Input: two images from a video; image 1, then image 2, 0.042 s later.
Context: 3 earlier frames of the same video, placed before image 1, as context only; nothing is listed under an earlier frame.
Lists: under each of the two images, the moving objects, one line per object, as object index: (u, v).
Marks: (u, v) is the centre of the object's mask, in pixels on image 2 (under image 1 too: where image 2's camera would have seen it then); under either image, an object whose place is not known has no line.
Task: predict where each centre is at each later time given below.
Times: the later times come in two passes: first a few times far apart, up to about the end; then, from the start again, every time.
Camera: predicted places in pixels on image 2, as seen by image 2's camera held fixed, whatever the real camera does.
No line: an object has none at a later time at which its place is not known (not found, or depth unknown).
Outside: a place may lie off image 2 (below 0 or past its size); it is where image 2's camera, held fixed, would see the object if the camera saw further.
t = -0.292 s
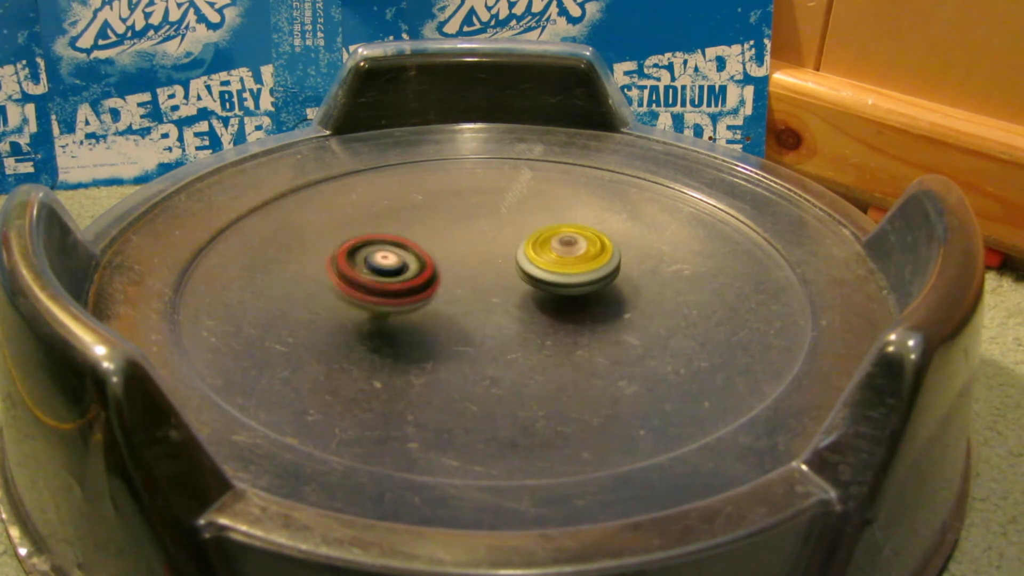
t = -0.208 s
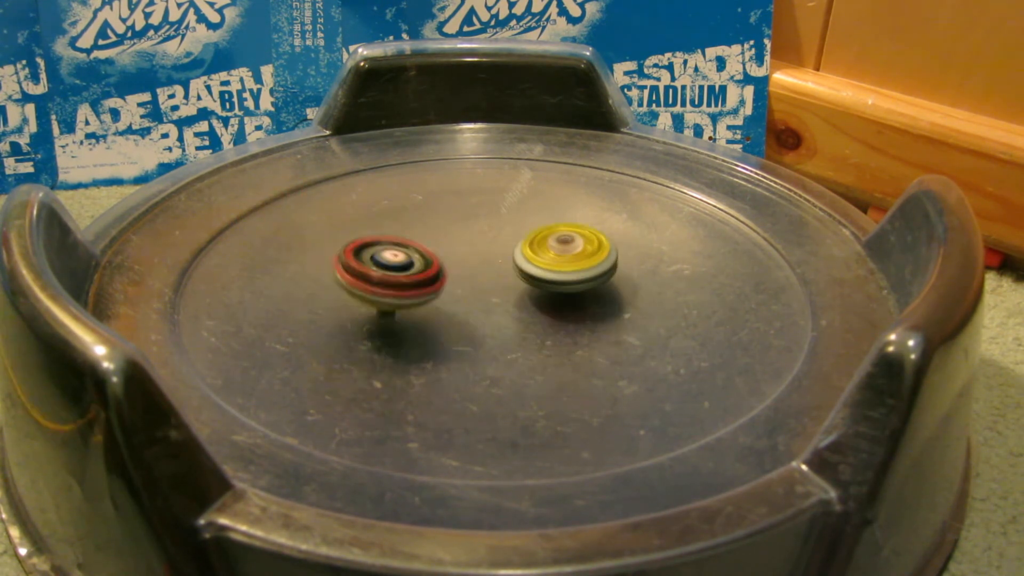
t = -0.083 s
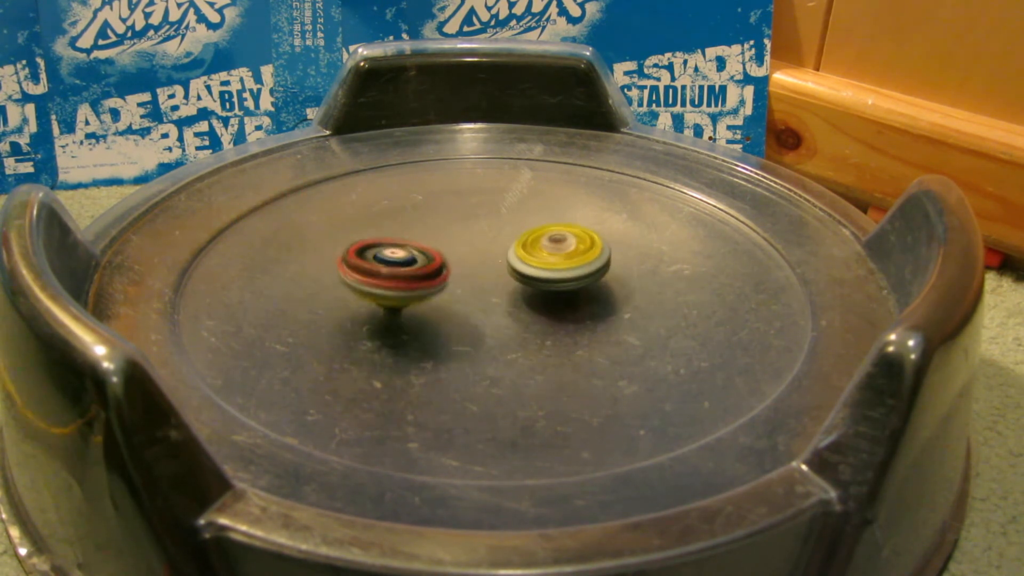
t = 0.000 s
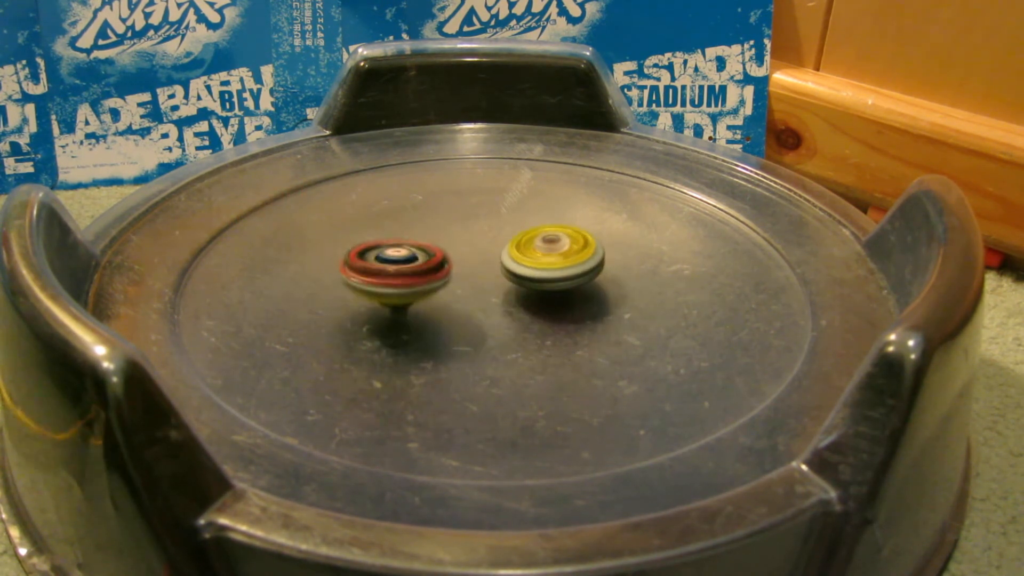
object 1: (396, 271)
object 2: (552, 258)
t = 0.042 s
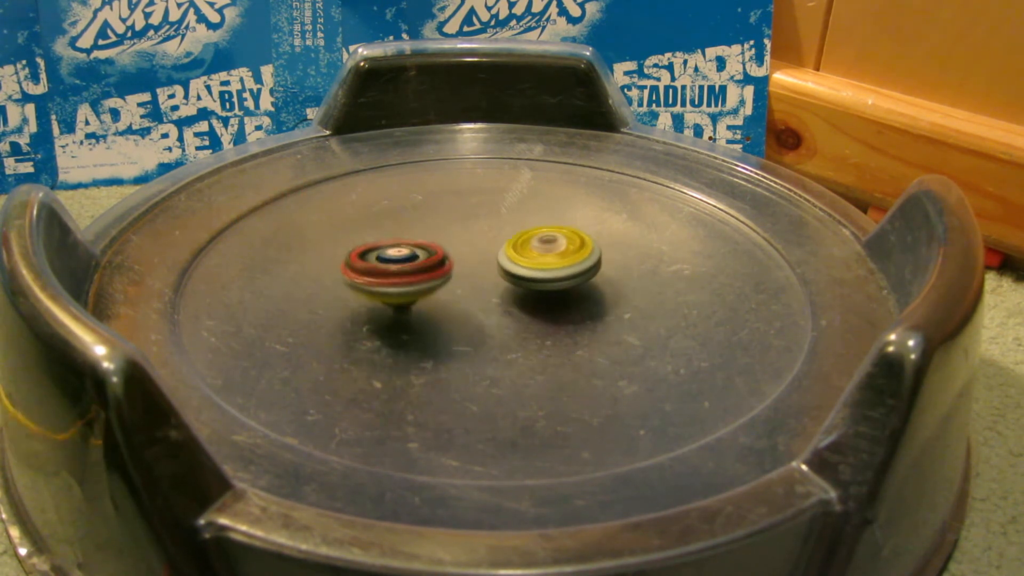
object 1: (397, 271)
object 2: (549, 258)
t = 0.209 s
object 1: (409, 266)
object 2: (534, 260)
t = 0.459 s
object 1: (415, 255)
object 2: (517, 262)
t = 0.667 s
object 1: (379, 254)
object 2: (520, 264)
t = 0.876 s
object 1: (347, 251)
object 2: (513, 265)
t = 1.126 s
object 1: (388, 276)
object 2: (517, 266)
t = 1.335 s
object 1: (420, 286)
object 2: (524, 268)
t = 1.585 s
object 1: (430, 295)
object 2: (528, 268)
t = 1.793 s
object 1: (429, 293)
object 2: (520, 270)
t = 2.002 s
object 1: (418, 295)
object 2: (510, 270)
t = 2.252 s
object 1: (401, 305)
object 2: (510, 263)
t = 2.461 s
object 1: (415, 301)
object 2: (509, 262)
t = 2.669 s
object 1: (463, 305)
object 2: (519, 252)
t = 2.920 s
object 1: (465, 295)
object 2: (523, 253)
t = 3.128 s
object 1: (450, 302)
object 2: (515, 260)
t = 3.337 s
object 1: (428, 306)
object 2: (511, 265)
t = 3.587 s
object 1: (438, 301)
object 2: (508, 264)
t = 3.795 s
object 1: (438, 299)
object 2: (509, 264)
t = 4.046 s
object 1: (425, 316)
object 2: (495, 264)
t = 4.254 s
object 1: (432, 317)
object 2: (489, 264)
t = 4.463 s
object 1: (453, 310)
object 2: (495, 258)
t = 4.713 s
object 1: (441, 305)
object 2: (498, 260)
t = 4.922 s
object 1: (451, 310)
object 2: (490, 262)
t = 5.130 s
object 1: (439, 319)
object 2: (492, 259)
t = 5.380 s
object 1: (474, 306)
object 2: (498, 249)
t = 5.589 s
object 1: (468, 305)
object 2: (499, 251)
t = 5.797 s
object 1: (473, 309)
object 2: (491, 255)
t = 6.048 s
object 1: (468, 313)
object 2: (476, 257)
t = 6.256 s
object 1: (469, 302)
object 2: (467, 248)
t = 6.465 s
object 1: (464, 302)
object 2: (477, 244)
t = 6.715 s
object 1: (468, 304)
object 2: (483, 250)
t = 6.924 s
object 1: (459, 305)
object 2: (488, 249)
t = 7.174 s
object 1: (476, 307)
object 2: (480, 250)
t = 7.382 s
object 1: (488, 307)
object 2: (478, 246)
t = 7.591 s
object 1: (505, 296)
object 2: (475, 242)
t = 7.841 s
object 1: (509, 299)
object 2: (459, 255)
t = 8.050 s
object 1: (531, 310)
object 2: (438, 270)
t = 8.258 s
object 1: (529, 295)
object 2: (426, 275)
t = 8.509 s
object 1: (530, 293)
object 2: (420, 279)
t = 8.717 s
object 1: (534, 290)
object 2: (421, 282)
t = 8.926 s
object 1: (547, 282)
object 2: (414, 281)
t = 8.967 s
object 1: (544, 280)
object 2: (413, 282)
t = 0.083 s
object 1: (399, 270)
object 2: (546, 259)
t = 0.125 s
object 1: (400, 269)
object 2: (542, 259)
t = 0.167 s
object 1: (404, 268)
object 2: (538, 260)
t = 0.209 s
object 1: (409, 266)
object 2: (534, 260)
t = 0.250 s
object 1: (414, 264)
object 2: (530, 261)
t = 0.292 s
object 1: (418, 263)
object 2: (526, 261)
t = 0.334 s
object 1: (422, 261)
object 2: (522, 261)
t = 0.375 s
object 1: (418, 259)
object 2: (523, 261)
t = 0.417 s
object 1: (416, 256)
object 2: (521, 262)
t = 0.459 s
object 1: (415, 255)
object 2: (517, 262)
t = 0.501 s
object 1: (415, 255)
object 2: (515, 263)
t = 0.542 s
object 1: (411, 255)
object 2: (515, 264)
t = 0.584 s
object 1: (406, 255)
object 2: (512, 265)
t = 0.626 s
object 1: (401, 255)
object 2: (511, 264)
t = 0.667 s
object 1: (379, 254)
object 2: (520, 264)
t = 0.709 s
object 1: (361, 252)
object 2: (520, 265)
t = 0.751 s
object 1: (346, 248)
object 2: (519, 264)
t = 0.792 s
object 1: (340, 248)
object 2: (517, 265)
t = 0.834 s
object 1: (342, 250)
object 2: (515, 265)
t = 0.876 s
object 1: (347, 251)
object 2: (513, 265)
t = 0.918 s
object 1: (353, 252)
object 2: (511, 265)
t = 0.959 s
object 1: (359, 253)
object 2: (509, 265)
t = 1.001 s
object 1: (368, 256)
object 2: (506, 266)
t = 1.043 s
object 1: (379, 261)
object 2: (504, 266)
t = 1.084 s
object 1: (396, 268)
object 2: (502, 266)
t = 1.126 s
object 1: (388, 276)
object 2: (517, 266)
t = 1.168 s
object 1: (386, 279)
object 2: (527, 267)
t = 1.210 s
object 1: (389, 281)
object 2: (526, 267)
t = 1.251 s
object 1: (395, 282)
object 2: (526, 268)
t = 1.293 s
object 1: (405, 284)
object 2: (524, 268)
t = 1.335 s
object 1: (420, 286)
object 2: (524, 268)
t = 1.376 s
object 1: (431, 289)
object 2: (527, 267)
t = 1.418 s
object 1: (434, 292)
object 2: (529, 268)
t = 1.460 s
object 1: (439, 293)
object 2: (530, 268)
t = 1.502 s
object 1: (438, 293)
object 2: (529, 268)
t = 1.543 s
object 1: (434, 294)
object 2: (528, 268)
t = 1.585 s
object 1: (430, 295)
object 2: (528, 268)
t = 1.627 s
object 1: (431, 295)
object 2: (526, 268)
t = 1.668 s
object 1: (430, 294)
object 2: (525, 269)
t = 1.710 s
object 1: (430, 294)
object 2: (524, 269)
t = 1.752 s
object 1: (430, 294)
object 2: (522, 269)
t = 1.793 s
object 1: (429, 293)
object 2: (520, 270)
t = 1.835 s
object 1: (429, 293)
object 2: (518, 271)
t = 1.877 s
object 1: (429, 292)
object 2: (517, 271)
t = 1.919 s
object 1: (422, 294)
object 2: (514, 270)
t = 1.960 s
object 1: (418, 296)
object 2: (512, 270)
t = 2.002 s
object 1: (418, 295)
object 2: (510, 270)
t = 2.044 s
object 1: (418, 293)
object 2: (508, 270)
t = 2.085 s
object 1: (418, 293)
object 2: (506, 270)
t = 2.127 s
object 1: (406, 299)
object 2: (510, 267)
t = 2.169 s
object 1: (400, 302)
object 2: (511, 266)
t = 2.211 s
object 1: (400, 304)
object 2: (511, 264)
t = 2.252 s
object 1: (401, 305)
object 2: (510, 263)
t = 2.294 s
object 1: (403, 304)
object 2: (510, 263)
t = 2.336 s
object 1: (404, 303)
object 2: (510, 262)
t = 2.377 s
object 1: (405, 303)
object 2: (510, 262)
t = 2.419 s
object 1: (408, 302)
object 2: (510, 262)
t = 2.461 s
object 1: (415, 301)
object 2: (509, 262)
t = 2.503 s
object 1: (427, 300)
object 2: (511, 261)
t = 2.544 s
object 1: (441, 299)
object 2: (513, 259)
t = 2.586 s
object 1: (453, 301)
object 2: (516, 255)
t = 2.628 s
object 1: (460, 306)
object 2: (520, 252)
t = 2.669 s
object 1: (463, 305)
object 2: (519, 252)
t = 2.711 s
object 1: (462, 304)
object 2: (519, 252)
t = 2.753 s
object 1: (462, 301)
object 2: (519, 252)
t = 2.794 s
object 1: (466, 296)
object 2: (520, 251)
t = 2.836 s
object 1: (467, 295)
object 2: (523, 251)
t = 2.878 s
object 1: (467, 294)
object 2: (524, 252)
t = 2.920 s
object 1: (465, 295)
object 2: (523, 253)
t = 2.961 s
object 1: (462, 295)
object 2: (522, 254)
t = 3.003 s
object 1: (458, 298)
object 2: (521, 256)
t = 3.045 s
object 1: (458, 299)
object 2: (520, 257)
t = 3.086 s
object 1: (458, 299)
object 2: (519, 258)
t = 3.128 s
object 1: (450, 302)
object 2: (515, 260)
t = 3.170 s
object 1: (444, 303)
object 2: (512, 262)
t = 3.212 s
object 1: (443, 303)
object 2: (510, 263)
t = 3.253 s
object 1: (444, 303)
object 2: (508, 265)
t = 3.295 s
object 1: (437, 304)
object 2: (508, 265)
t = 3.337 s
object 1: (428, 306)
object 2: (511, 265)
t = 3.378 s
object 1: (428, 307)
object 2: (511, 265)
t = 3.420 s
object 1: (430, 306)
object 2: (511, 265)
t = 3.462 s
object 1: (429, 306)
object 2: (509, 265)
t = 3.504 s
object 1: (430, 305)
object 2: (508, 265)
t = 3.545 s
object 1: (433, 302)
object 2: (508, 265)
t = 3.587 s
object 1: (438, 301)
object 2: (508, 264)
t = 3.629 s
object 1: (438, 300)
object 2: (511, 264)
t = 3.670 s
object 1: (439, 300)
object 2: (511, 264)
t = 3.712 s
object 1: (438, 299)
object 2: (509, 264)
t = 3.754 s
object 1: (438, 299)
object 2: (509, 264)
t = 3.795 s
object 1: (438, 299)
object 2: (509, 264)
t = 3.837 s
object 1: (439, 299)
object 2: (508, 265)
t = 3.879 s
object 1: (438, 302)
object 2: (507, 264)
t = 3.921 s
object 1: (441, 304)
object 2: (505, 265)
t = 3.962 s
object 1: (440, 309)
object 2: (501, 262)
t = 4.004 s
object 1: (432, 312)
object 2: (497, 263)
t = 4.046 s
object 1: (425, 316)
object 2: (495, 264)
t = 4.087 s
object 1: (423, 318)
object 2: (493, 264)
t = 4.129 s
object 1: (426, 319)
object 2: (491, 265)
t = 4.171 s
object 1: (429, 319)
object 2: (490, 265)
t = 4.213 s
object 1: (430, 318)
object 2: (489, 264)
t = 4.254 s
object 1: (432, 317)
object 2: (489, 264)
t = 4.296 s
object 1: (438, 315)
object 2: (489, 263)
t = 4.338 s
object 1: (448, 312)
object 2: (488, 261)
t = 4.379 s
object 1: (457, 309)
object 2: (488, 259)
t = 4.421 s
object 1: (454, 310)
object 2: (494, 258)
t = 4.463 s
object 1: (453, 310)
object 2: (495, 258)
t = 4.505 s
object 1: (451, 310)
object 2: (495, 258)
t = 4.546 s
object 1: (448, 309)
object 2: (495, 258)
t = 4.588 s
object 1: (447, 308)
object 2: (496, 258)
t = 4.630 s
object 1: (446, 304)
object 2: (498, 259)
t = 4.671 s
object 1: (443, 303)
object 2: (499, 259)
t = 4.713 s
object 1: (441, 305)
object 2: (498, 260)
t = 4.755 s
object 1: (444, 306)
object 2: (497, 260)
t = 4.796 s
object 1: (447, 304)
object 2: (497, 260)
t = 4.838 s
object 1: (448, 308)
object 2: (494, 260)
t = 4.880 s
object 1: (449, 309)
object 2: (492, 261)
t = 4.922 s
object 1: (451, 310)
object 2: (490, 262)
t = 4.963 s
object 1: (449, 309)
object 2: (487, 262)
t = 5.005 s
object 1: (439, 317)
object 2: (490, 261)
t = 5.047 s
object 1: (434, 319)
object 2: (492, 260)
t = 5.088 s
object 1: (436, 320)
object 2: (491, 260)
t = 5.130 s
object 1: (439, 319)
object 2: (492, 259)
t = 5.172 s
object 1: (442, 317)
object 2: (491, 258)
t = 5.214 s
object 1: (449, 312)
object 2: (493, 256)
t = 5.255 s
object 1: (459, 307)
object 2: (492, 254)
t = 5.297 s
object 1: (468, 303)
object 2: (493, 252)
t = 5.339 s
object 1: (471, 304)
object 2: (494, 250)
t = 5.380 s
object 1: (474, 306)
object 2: (498, 249)
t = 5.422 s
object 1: (478, 305)
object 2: (498, 249)
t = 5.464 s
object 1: (477, 304)
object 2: (497, 249)
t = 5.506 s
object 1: (471, 304)
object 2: (498, 250)
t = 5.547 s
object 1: (467, 305)
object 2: (499, 250)
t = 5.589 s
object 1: (468, 305)
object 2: (499, 251)
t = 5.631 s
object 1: (469, 306)
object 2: (499, 251)
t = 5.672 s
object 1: (468, 305)
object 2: (498, 252)
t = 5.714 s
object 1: (469, 306)
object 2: (497, 253)
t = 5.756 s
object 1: (472, 306)
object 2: (495, 254)
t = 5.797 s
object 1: (473, 309)
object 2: (491, 255)
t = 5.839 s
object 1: (472, 311)
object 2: (488, 257)
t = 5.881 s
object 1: (473, 312)
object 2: (485, 258)
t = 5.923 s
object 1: (474, 310)
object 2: (482, 259)
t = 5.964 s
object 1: (473, 309)
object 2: (477, 260)
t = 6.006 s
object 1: (469, 310)
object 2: (476, 258)
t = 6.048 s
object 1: (468, 313)
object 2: (476, 257)
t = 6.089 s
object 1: (466, 313)
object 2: (474, 257)
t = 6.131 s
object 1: (465, 310)
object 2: (471, 255)
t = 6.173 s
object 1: (466, 308)
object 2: (470, 253)
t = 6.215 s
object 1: (467, 306)
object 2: (468, 251)
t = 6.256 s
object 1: (469, 302)
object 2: (467, 248)
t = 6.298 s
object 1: (470, 300)
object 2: (468, 246)
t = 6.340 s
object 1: (467, 299)
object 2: (468, 245)
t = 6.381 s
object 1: (465, 297)
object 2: (469, 243)
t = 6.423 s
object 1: (464, 297)
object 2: (474, 242)
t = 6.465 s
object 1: (464, 302)
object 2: (477, 244)
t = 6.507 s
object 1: (466, 304)
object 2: (477, 246)
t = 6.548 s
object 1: (468, 304)
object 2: (478, 247)
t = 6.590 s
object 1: (472, 302)
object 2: (479, 248)
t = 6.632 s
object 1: (472, 302)
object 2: (478, 250)
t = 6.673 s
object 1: (470, 303)
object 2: (481, 249)
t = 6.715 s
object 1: (468, 304)
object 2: (483, 250)
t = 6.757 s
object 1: (468, 304)
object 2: (483, 250)
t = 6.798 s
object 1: (462, 302)
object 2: (483, 251)
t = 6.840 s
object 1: (461, 300)
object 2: (485, 249)
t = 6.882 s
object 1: (457, 301)
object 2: (486, 249)
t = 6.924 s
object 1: (459, 305)
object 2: (488, 249)
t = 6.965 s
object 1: (464, 305)
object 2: (488, 250)
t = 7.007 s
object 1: (468, 303)
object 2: (486, 251)
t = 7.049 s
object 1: (469, 301)
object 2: (485, 252)
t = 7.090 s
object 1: (470, 303)
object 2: (484, 252)
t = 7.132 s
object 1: (475, 304)
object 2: (482, 252)
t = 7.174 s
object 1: (476, 307)
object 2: (480, 250)
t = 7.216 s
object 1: (475, 313)
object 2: (481, 250)
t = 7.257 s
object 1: (476, 312)
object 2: (482, 249)
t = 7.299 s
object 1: (480, 313)
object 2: (480, 249)
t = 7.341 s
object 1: (483, 310)
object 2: (479, 247)
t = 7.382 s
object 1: (488, 307)
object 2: (478, 246)
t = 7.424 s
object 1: (493, 303)
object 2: (477, 245)
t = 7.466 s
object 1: (498, 298)
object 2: (476, 244)
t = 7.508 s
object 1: (502, 293)
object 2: (475, 242)
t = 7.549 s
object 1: (504, 295)
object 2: (474, 241)
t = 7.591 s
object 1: (505, 296)
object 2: (475, 242)
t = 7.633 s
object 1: (506, 296)
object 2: (473, 243)
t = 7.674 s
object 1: (506, 295)
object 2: (470, 245)
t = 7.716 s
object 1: (507, 297)
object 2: (469, 246)
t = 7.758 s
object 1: (508, 296)
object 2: (467, 248)
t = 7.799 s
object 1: (508, 296)
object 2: (463, 251)
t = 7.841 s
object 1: (509, 299)
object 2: (459, 255)
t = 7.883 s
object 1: (510, 301)
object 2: (455, 258)
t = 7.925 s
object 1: (515, 303)
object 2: (451, 261)
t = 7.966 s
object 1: (522, 308)
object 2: (446, 264)
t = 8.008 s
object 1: (528, 311)
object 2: (442, 267)
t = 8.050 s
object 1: (531, 310)
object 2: (438, 270)
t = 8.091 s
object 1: (532, 310)
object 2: (435, 272)
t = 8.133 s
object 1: (533, 307)
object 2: (432, 274)
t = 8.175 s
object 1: (532, 304)
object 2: (429, 274)
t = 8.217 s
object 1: (533, 300)
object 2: (427, 275)
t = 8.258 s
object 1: (529, 295)
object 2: (426, 275)
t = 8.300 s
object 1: (527, 290)
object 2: (425, 275)
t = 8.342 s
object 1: (532, 289)
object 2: (424, 275)
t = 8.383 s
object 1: (532, 287)
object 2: (424, 275)
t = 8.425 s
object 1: (527, 287)
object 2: (423, 277)
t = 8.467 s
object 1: (525, 292)
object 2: (422, 278)
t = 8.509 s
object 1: (530, 293)
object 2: (420, 279)
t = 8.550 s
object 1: (534, 294)
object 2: (421, 278)
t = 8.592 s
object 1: (534, 294)
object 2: (424, 279)
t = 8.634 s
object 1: (531, 293)
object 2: (424, 282)
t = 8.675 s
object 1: (533, 292)
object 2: (421, 282)
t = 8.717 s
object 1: (534, 290)
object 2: (421, 282)
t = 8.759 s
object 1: (534, 289)
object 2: (420, 284)
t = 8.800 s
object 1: (534, 287)
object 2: (419, 283)
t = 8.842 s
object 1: (532, 286)
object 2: (420, 283)
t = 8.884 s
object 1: (542, 285)
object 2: (415, 282)
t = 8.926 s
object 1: (547, 282)
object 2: (414, 281)
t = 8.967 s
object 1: (544, 280)
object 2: (413, 282)
